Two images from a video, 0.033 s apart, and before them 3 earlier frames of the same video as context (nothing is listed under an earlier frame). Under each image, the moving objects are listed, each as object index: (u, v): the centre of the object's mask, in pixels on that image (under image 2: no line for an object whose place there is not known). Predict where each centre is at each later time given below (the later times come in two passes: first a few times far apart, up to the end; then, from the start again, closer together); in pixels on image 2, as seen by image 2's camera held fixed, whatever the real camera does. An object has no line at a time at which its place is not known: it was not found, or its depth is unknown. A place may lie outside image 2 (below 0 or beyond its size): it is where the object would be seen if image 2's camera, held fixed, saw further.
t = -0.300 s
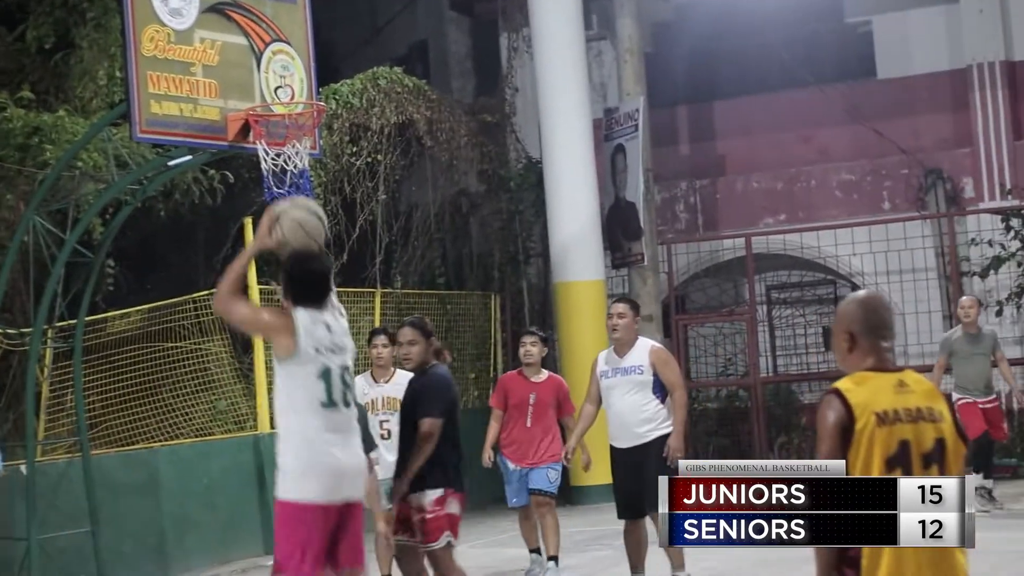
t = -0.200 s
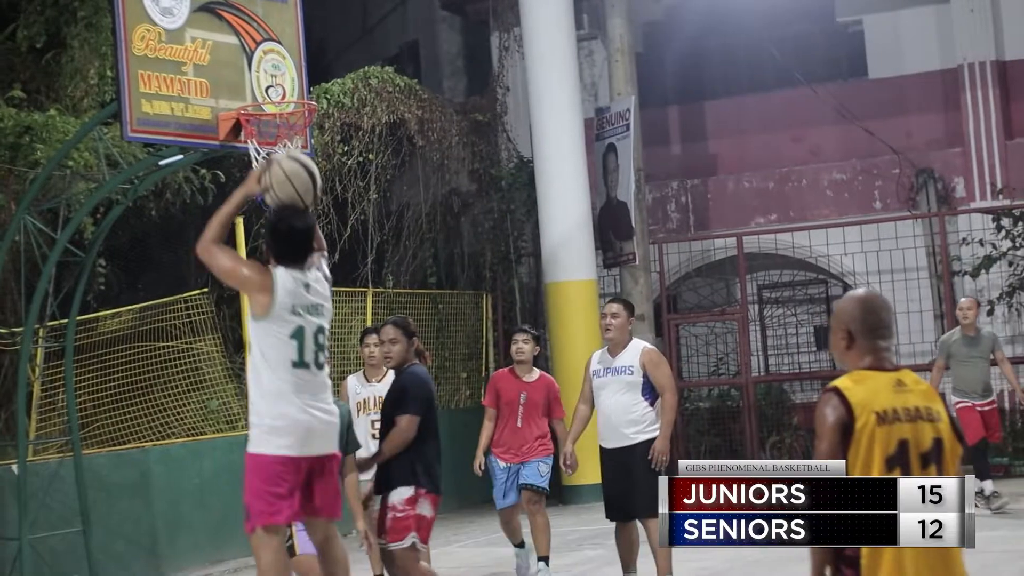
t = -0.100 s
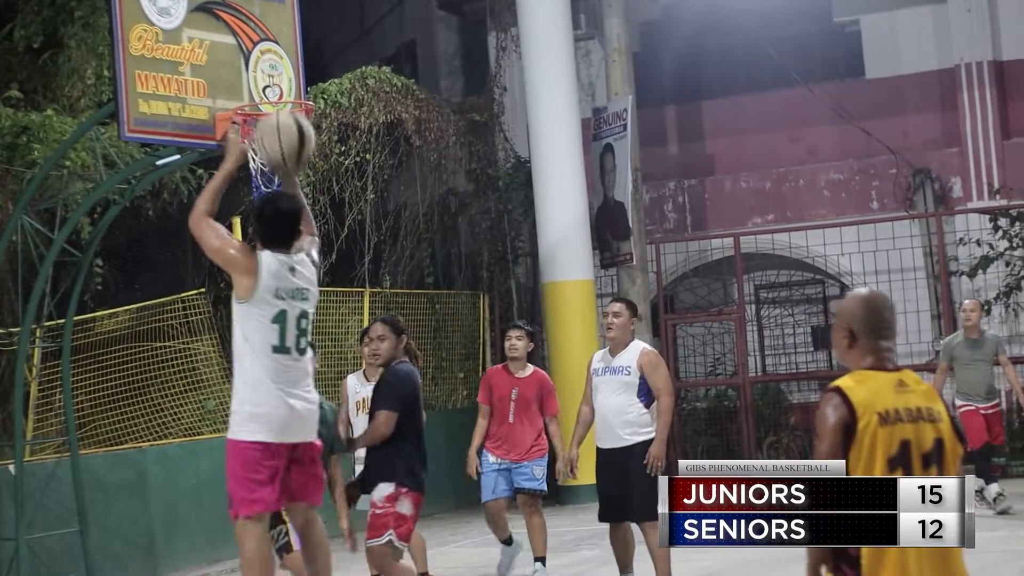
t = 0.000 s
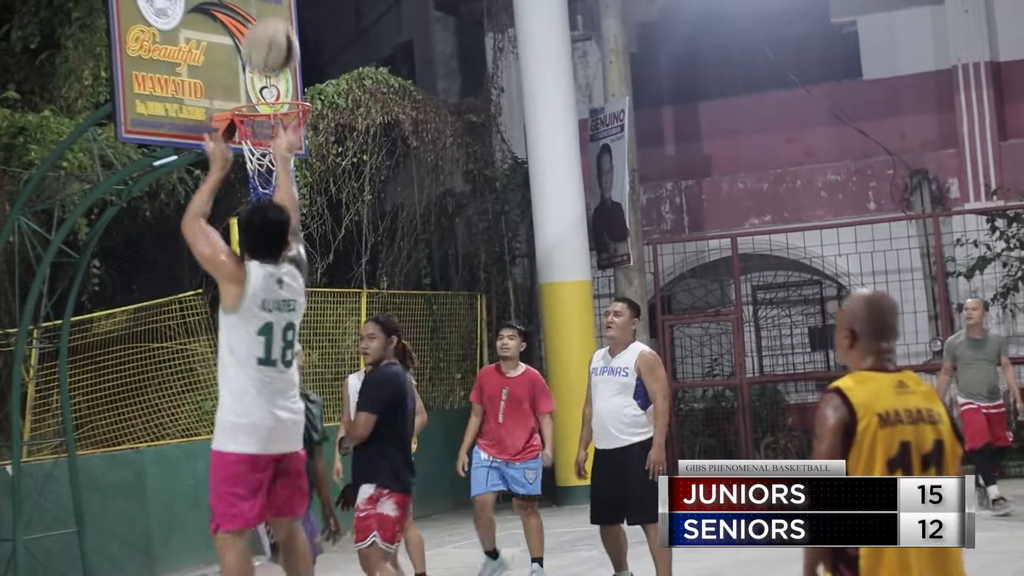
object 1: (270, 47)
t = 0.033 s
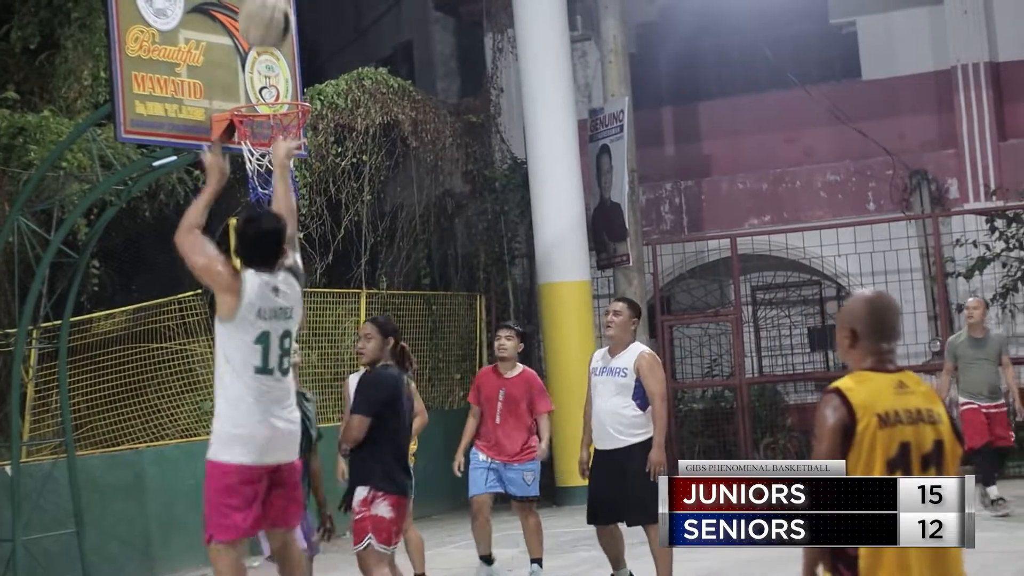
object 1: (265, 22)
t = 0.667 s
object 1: (241, 3)
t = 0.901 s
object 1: (259, 95)
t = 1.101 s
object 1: (320, 74)
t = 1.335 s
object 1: (394, 117)
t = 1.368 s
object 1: (404, 130)
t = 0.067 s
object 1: (262, 11)
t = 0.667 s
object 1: (241, 3)
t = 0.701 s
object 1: (241, 10)
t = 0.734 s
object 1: (241, 29)
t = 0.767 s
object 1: (240, 48)
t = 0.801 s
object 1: (240, 70)
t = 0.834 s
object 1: (240, 92)
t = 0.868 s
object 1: (249, 94)
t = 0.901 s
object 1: (259, 95)
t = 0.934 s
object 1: (267, 89)
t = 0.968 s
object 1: (279, 87)
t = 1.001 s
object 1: (290, 80)
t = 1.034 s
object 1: (300, 76)
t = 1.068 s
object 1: (310, 74)
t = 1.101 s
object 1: (320, 74)
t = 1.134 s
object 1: (330, 75)
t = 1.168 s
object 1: (340, 76)
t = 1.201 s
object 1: (351, 81)
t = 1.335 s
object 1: (394, 117)
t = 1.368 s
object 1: (404, 130)
